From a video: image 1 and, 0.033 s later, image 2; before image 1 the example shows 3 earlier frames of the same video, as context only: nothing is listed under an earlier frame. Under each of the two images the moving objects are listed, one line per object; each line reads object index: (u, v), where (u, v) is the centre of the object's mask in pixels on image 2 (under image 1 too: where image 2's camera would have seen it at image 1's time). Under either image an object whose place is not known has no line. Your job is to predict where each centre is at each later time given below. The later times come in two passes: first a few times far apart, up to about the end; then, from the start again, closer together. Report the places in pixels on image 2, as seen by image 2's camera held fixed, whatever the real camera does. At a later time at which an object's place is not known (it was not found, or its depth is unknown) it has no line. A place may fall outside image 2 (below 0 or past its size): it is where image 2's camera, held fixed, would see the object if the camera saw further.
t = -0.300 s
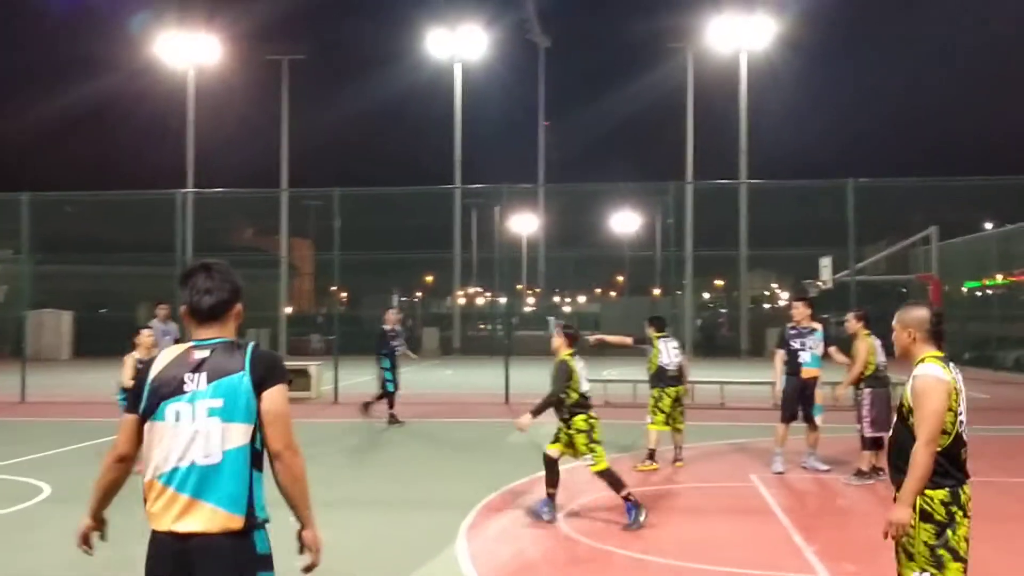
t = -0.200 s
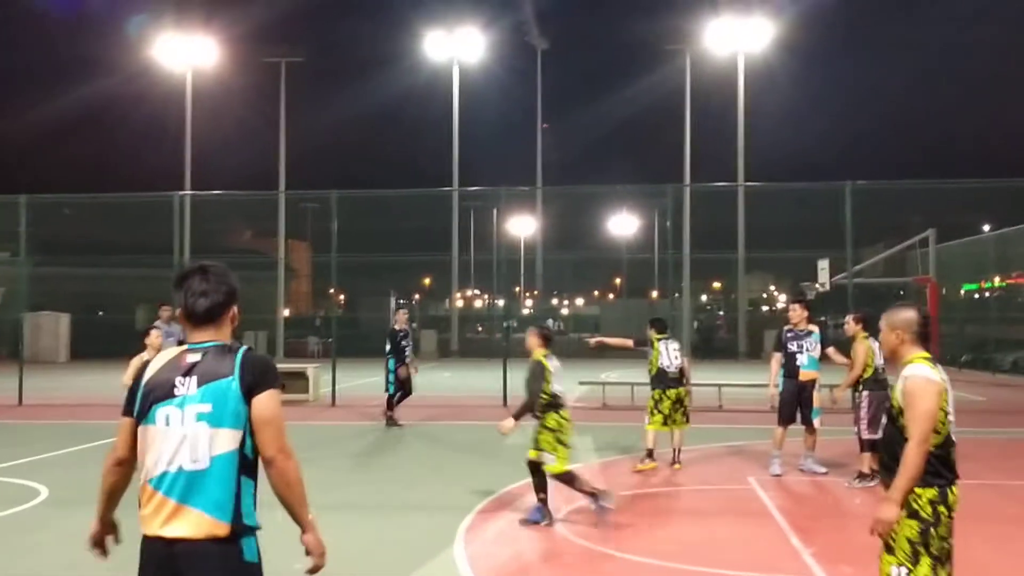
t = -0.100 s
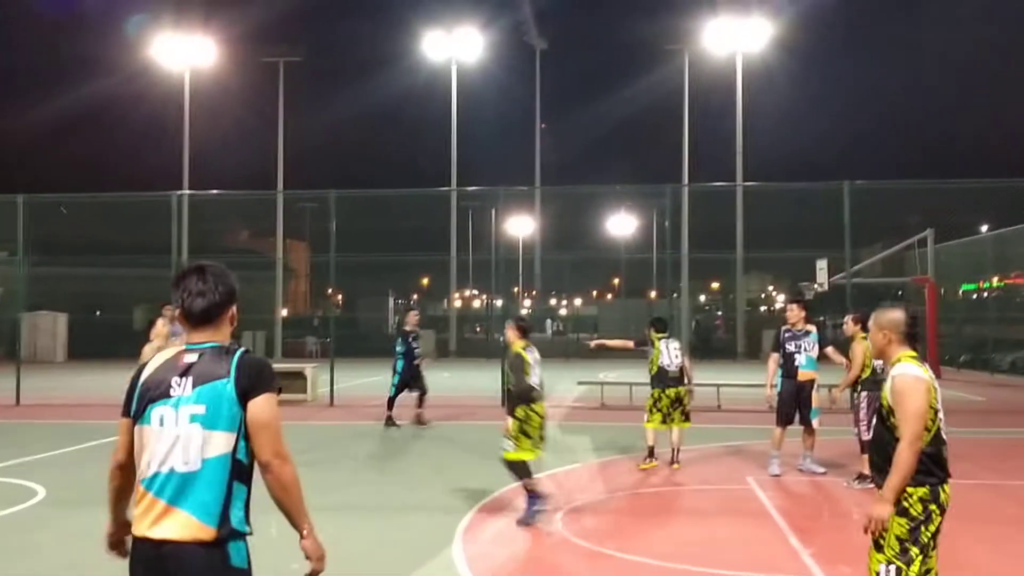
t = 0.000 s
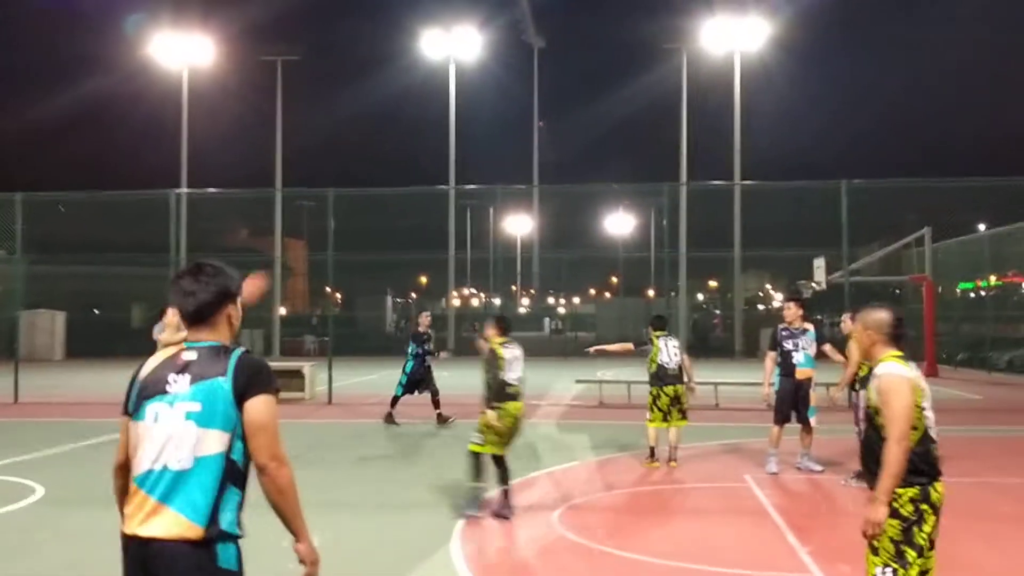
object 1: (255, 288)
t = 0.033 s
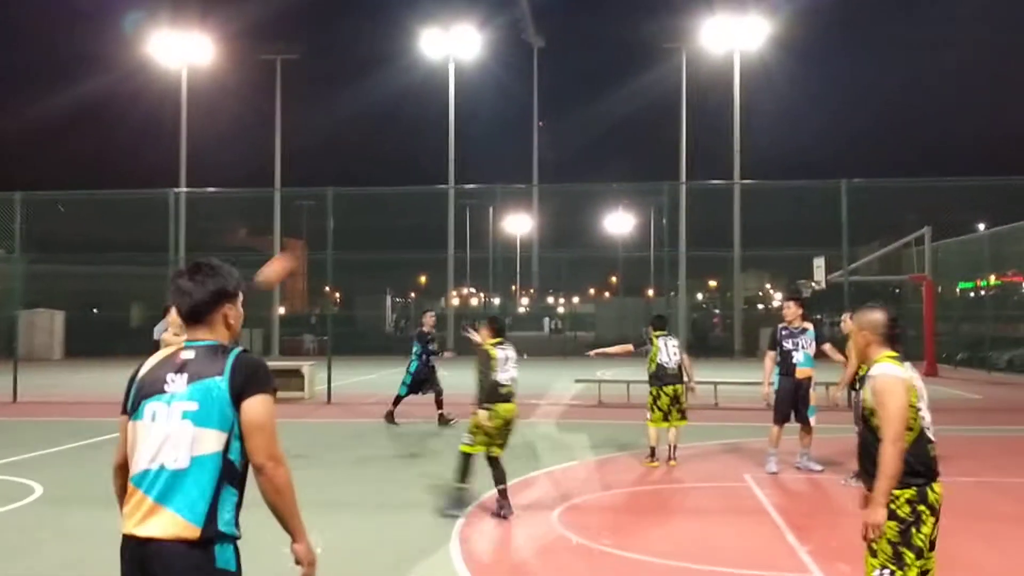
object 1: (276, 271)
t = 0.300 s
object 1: (519, 147)
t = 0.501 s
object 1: (770, 86)
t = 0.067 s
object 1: (304, 252)
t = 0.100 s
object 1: (332, 235)
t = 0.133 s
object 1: (359, 220)
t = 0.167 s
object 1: (388, 204)
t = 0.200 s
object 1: (419, 188)
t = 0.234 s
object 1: (452, 173)
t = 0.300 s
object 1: (519, 147)
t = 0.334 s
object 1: (556, 135)
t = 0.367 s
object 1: (595, 123)
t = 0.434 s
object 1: (676, 102)
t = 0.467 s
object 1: (721, 93)
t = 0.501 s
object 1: (770, 86)
